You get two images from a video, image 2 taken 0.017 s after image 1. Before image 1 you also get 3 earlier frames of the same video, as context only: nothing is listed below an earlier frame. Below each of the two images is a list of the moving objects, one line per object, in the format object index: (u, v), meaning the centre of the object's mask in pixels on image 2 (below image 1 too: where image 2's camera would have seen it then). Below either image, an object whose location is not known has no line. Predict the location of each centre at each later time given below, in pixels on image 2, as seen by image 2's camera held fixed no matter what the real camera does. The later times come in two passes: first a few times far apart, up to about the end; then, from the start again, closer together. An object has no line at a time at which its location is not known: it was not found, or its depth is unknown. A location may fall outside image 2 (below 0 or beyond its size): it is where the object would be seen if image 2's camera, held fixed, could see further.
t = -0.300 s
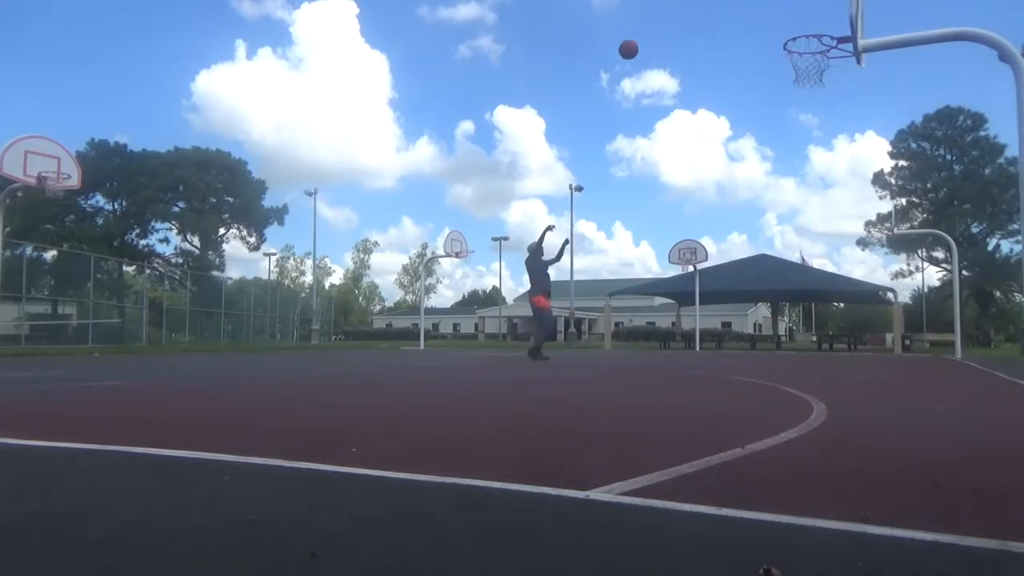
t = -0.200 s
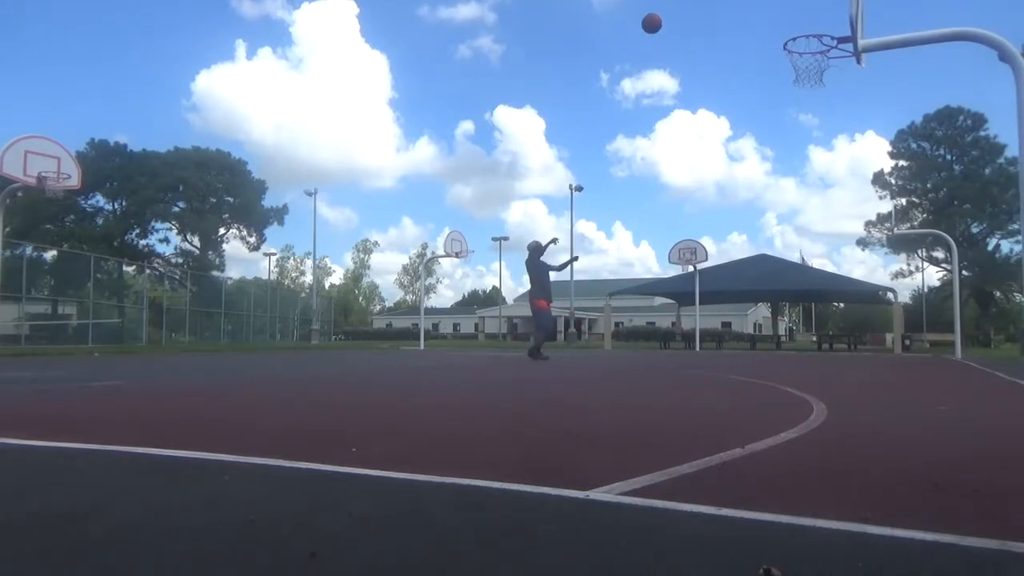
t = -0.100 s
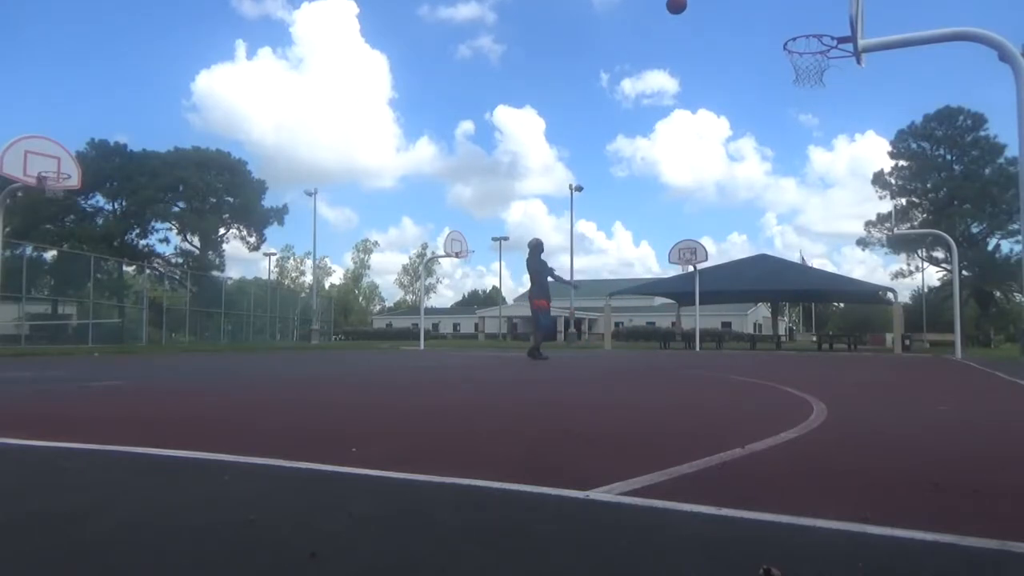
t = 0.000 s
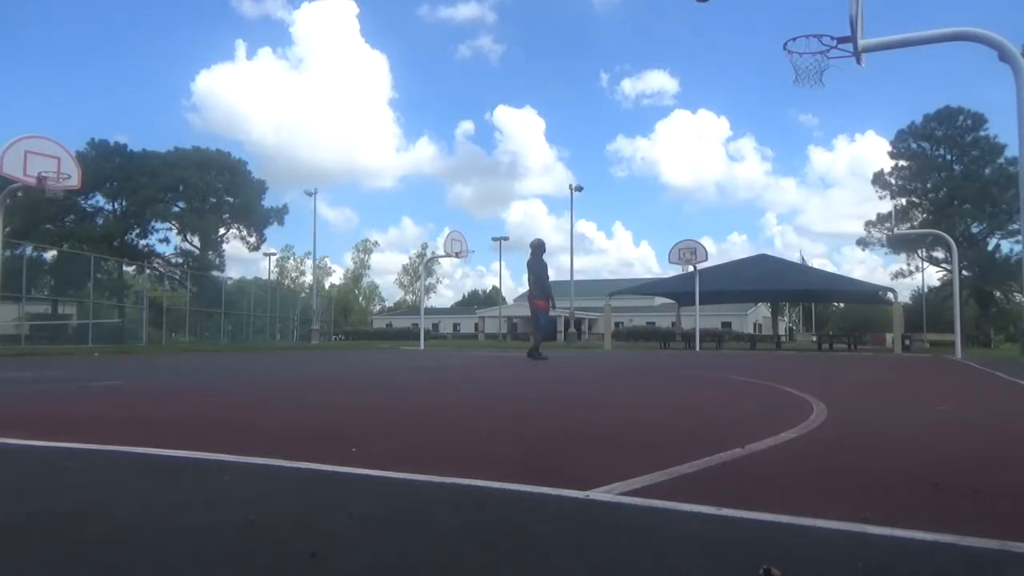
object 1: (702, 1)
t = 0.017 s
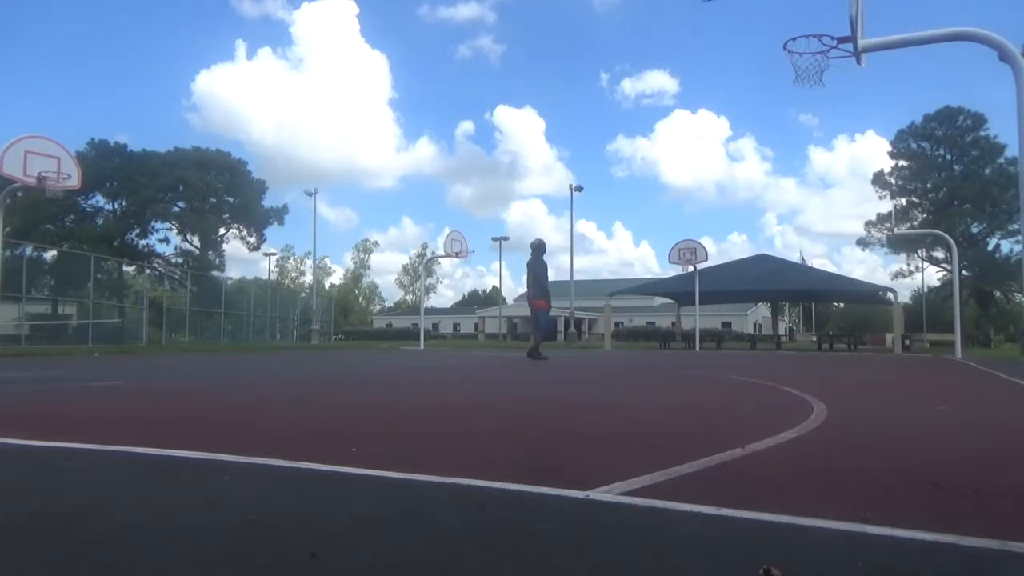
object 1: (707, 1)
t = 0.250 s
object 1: (776, 4)
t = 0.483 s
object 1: (839, 28)
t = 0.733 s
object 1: (782, 23)
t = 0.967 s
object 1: (735, 70)
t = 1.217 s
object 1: (692, 169)
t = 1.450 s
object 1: (656, 304)
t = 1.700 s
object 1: (646, 281)
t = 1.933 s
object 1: (647, 218)
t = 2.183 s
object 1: (649, 202)
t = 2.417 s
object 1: (653, 235)
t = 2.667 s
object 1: (658, 321)
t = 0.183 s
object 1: (757, 1)
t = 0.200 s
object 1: (760, 1)
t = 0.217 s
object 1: (766, 2)
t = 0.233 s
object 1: (770, 3)
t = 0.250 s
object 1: (776, 4)
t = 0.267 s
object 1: (781, 5)
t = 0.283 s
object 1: (787, 6)
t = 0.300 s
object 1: (793, 8)
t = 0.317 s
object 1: (799, 10)
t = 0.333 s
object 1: (804, 12)
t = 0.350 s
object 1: (810, 16)
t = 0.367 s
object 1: (816, 21)
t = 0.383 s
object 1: (822, 25)
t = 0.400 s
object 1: (828, 31)
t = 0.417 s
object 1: (835, 36)
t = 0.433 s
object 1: (838, 36)
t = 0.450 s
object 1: (841, 32)
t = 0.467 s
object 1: (842, 30)
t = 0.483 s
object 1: (839, 28)
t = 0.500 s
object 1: (835, 24)
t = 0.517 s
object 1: (831, 22)
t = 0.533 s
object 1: (827, 21)
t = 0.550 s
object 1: (823, 19)
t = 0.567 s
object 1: (819, 18)
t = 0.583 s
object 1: (815, 18)
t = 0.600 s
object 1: (811, 17)
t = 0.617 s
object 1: (807, 17)
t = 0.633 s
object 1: (804, 17)
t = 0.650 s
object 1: (800, 17)
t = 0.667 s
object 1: (796, 18)
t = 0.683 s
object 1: (793, 19)
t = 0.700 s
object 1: (789, 20)
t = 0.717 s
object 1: (785, 21)
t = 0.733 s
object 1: (782, 23)
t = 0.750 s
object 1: (778, 25)
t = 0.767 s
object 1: (775, 27)
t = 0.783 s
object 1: (771, 29)
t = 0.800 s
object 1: (768, 32)
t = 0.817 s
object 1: (764, 34)
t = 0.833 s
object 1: (761, 37)
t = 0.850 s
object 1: (758, 41)
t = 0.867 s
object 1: (754, 44)
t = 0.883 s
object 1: (751, 48)
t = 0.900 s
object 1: (748, 52)
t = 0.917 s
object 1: (745, 56)
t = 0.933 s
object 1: (741, 61)
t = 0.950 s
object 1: (738, 65)
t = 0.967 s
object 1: (735, 70)
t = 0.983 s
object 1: (732, 75)
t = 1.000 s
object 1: (729, 80)
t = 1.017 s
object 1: (726, 86)
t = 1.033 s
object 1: (723, 92)
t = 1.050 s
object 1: (720, 97)
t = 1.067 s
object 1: (717, 104)
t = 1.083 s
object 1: (714, 110)
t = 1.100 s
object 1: (711, 117)
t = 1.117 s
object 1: (708, 123)
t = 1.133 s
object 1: (705, 131)
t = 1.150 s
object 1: (703, 138)
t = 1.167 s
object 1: (700, 145)
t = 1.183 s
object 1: (697, 153)
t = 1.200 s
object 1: (694, 161)
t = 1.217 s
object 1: (692, 169)
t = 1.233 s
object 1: (689, 178)
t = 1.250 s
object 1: (686, 186)
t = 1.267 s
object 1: (683, 195)
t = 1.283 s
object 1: (681, 204)
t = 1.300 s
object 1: (678, 213)
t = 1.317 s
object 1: (676, 222)
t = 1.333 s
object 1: (673, 232)
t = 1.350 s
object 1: (671, 241)
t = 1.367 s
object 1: (668, 251)
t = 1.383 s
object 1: (665, 262)
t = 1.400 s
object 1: (663, 271)
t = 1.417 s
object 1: (661, 281)
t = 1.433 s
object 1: (659, 292)
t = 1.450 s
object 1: (656, 304)
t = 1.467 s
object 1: (653, 316)
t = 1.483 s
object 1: (651, 324)
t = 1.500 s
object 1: (649, 337)
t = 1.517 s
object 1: (646, 350)
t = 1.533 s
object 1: (645, 355)
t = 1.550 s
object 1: (645, 347)
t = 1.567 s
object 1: (646, 338)
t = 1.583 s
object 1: (646, 327)
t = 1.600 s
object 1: (645, 322)
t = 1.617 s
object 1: (646, 316)
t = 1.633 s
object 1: (645, 307)
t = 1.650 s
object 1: (645, 300)
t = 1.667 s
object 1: (646, 294)
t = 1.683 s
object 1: (647, 287)
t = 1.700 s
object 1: (646, 281)
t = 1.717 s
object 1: (646, 275)
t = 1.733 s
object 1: (646, 269)
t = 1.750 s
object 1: (646, 263)
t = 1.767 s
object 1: (646, 258)
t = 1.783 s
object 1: (646, 253)
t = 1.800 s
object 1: (646, 248)
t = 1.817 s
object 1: (646, 243)
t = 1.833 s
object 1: (646, 239)
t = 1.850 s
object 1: (646, 235)
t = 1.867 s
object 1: (646, 231)
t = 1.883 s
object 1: (647, 227)
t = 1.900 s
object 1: (647, 224)
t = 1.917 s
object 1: (647, 220)
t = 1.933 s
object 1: (647, 218)
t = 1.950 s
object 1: (647, 215)
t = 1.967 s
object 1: (647, 212)
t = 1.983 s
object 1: (647, 210)
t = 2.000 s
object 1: (648, 208)
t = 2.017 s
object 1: (648, 206)
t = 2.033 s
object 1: (648, 205)
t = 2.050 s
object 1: (648, 203)
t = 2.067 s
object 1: (648, 202)
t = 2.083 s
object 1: (648, 202)
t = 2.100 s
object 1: (649, 201)
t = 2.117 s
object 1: (649, 201)
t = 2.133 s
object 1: (649, 201)
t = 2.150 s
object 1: (649, 201)
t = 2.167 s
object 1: (649, 202)
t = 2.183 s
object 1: (649, 202)
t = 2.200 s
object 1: (650, 203)
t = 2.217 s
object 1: (650, 204)
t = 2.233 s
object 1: (650, 205)
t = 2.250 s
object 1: (650, 207)
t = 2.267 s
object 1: (650, 209)
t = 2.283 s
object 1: (651, 210)
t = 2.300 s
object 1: (651, 213)
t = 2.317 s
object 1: (651, 215)
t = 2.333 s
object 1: (651, 218)
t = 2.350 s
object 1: (652, 221)
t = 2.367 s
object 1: (652, 224)
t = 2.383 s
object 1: (652, 227)
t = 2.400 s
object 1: (652, 231)
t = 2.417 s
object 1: (653, 235)
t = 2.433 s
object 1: (653, 239)
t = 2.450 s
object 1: (653, 243)
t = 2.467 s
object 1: (654, 248)
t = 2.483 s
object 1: (654, 253)
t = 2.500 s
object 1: (654, 258)
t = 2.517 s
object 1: (654, 263)
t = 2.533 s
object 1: (655, 269)
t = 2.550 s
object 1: (655, 275)
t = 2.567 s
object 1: (655, 280)
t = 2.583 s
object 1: (658, 285)
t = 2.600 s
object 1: (657, 292)
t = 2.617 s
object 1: (657, 300)
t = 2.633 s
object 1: (657, 307)
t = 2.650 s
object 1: (657, 314)
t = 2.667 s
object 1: (658, 321)
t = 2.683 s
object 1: (659, 327)
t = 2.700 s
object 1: (659, 337)
